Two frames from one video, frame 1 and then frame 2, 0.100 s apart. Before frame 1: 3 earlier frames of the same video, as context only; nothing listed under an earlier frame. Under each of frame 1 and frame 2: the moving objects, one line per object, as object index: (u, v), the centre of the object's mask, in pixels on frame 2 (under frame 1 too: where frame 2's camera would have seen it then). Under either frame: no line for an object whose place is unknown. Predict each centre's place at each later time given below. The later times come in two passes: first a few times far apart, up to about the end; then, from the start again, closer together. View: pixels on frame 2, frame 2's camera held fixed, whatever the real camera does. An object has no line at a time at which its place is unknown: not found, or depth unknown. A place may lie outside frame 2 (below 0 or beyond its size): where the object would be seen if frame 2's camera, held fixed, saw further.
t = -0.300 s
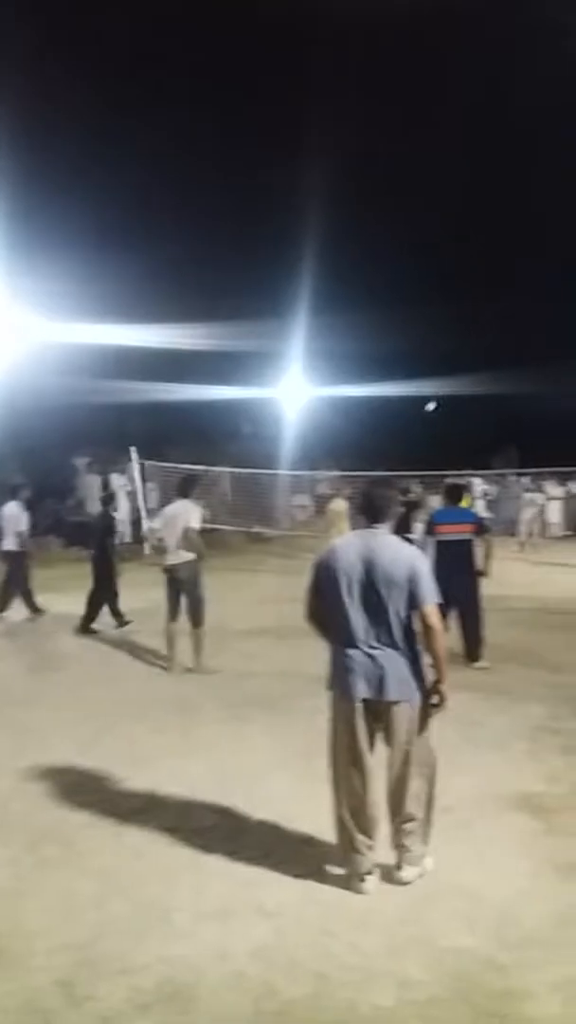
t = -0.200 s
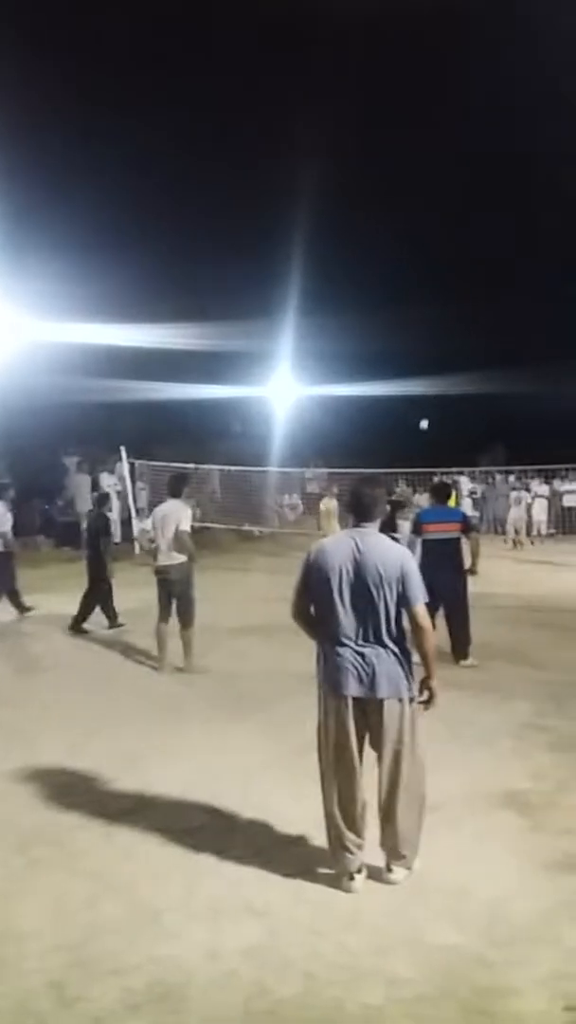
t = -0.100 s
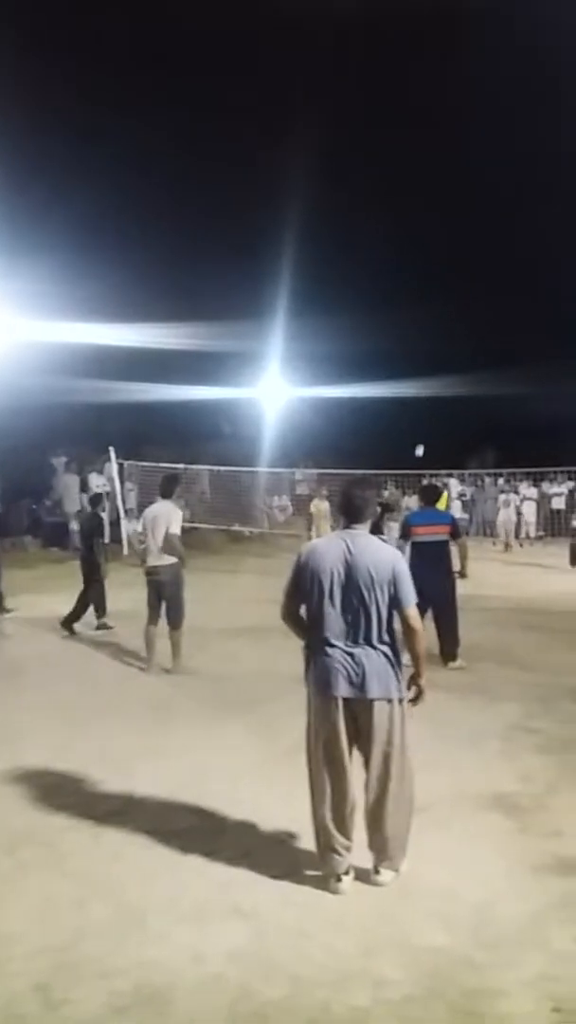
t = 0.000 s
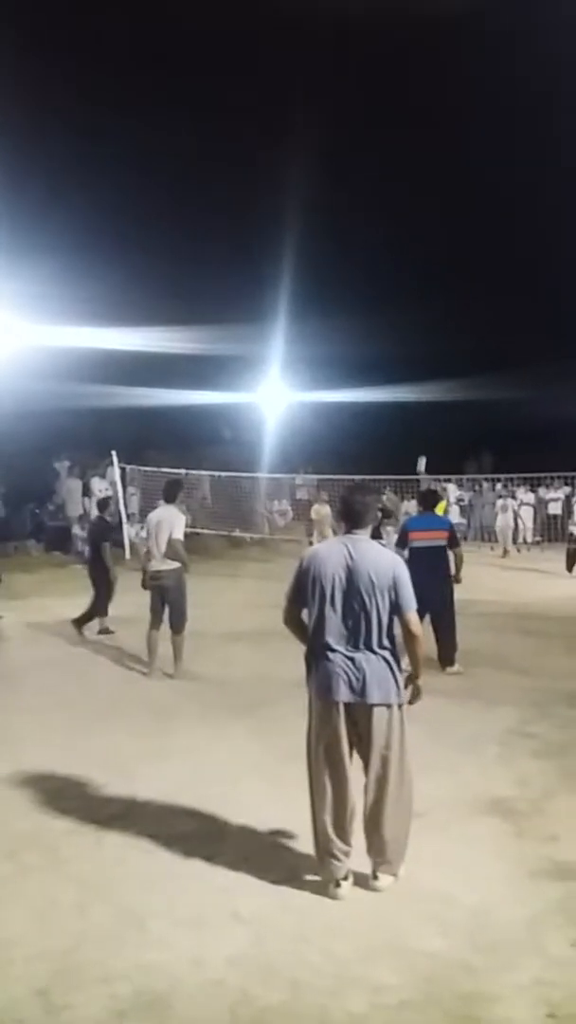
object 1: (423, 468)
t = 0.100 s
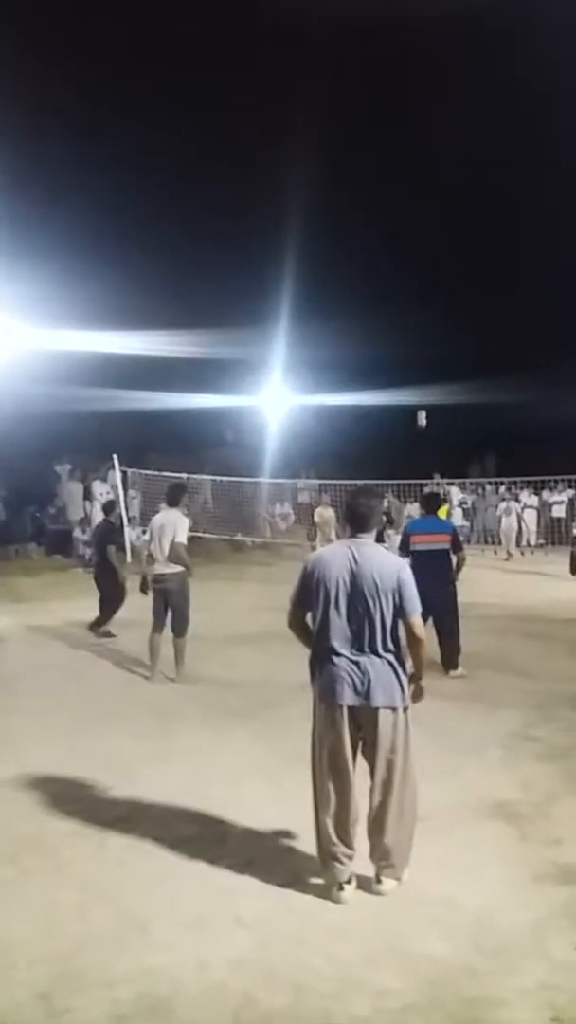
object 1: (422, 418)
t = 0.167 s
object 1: (421, 386)
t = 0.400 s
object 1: (420, 283)
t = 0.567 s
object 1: (414, 220)
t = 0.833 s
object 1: (404, 149)
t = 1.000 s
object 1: (394, 124)
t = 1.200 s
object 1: (391, 125)
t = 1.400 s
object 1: (387, 166)
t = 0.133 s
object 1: (421, 402)
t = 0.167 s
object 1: (421, 386)
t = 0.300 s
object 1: (419, 326)
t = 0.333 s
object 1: (419, 311)
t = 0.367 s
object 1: (420, 297)
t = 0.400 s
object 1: (420, 283)
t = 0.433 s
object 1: (419, 268)
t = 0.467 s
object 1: (418, 257)
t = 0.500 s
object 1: (416, 245)
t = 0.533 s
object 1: (415, 233)
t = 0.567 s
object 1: (414, 220)
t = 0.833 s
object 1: (404, 149)
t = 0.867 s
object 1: (402, 143)
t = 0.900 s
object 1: (399, 138)
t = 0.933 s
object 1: (396, 133)
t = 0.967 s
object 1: (394, 128)
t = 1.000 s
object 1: (394, 124)
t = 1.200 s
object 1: (391, 125)
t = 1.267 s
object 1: (391, 133)
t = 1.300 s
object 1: (391, 140)
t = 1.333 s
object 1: (389, 147)
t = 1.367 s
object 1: (388, 155)
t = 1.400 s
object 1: (387, 166)
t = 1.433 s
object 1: (382, 178)
